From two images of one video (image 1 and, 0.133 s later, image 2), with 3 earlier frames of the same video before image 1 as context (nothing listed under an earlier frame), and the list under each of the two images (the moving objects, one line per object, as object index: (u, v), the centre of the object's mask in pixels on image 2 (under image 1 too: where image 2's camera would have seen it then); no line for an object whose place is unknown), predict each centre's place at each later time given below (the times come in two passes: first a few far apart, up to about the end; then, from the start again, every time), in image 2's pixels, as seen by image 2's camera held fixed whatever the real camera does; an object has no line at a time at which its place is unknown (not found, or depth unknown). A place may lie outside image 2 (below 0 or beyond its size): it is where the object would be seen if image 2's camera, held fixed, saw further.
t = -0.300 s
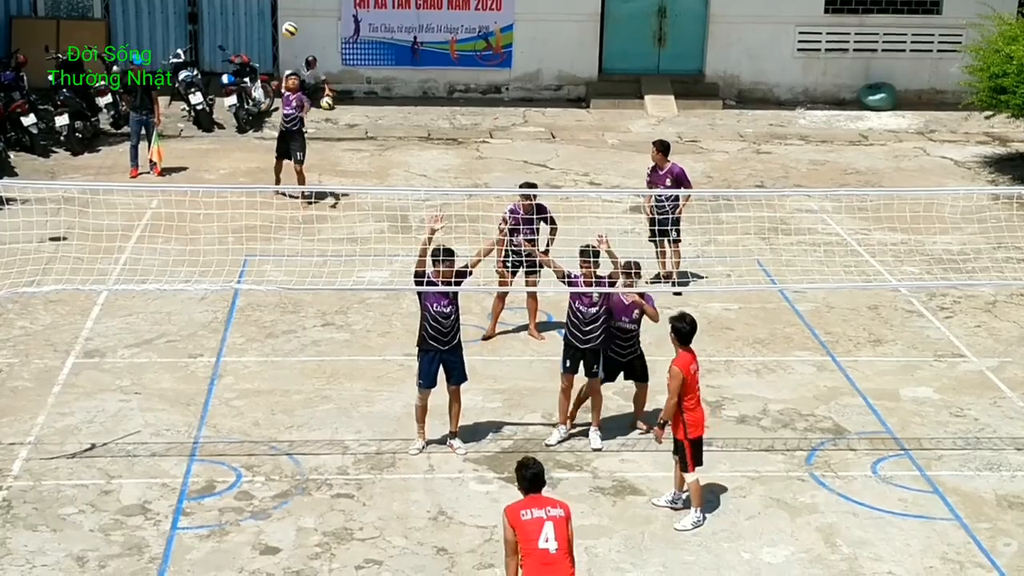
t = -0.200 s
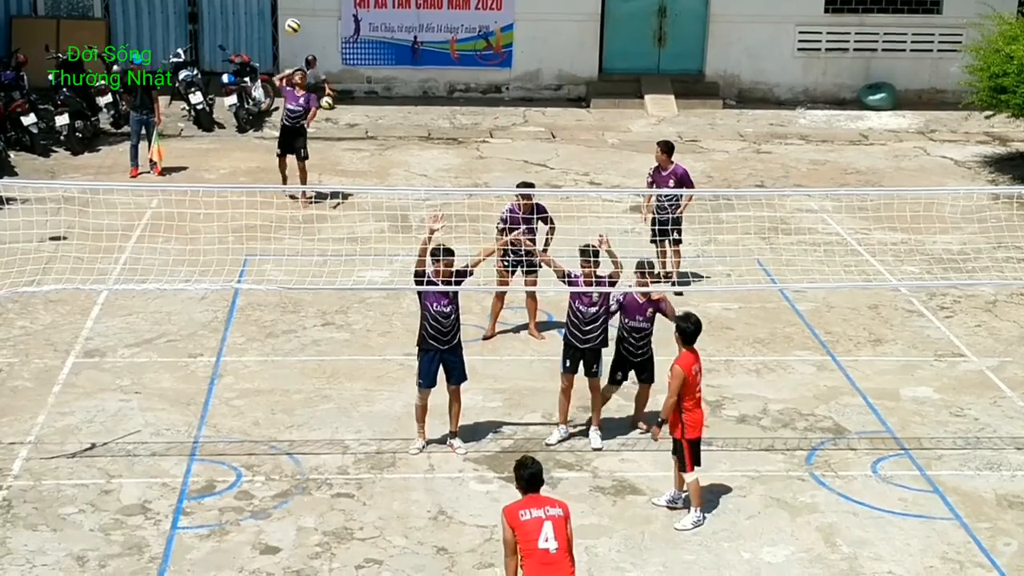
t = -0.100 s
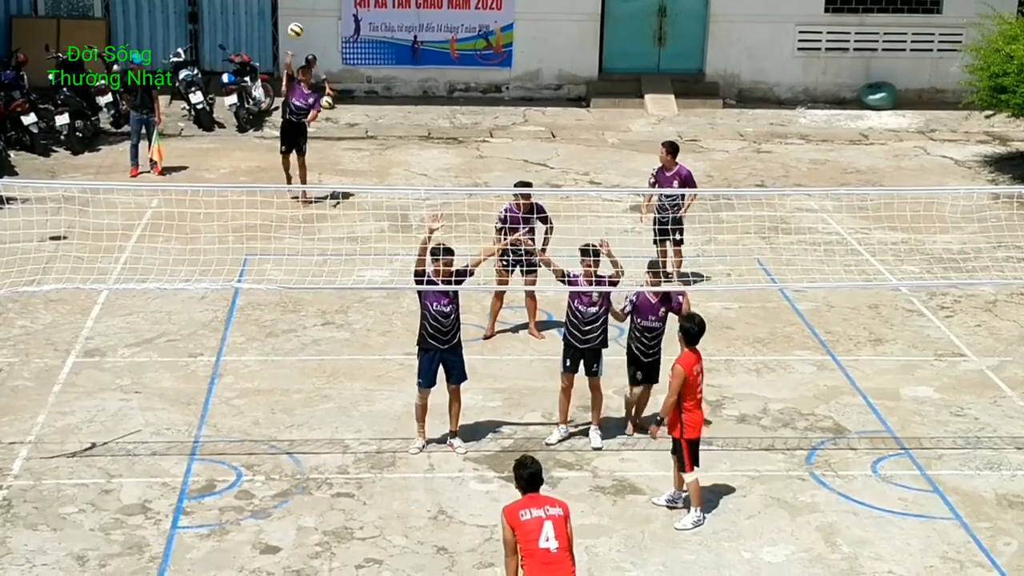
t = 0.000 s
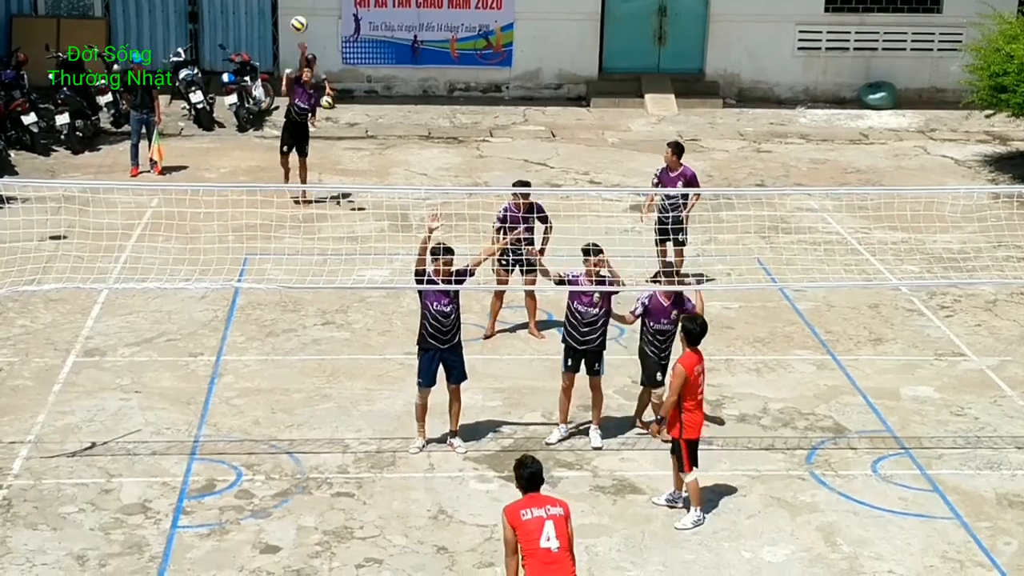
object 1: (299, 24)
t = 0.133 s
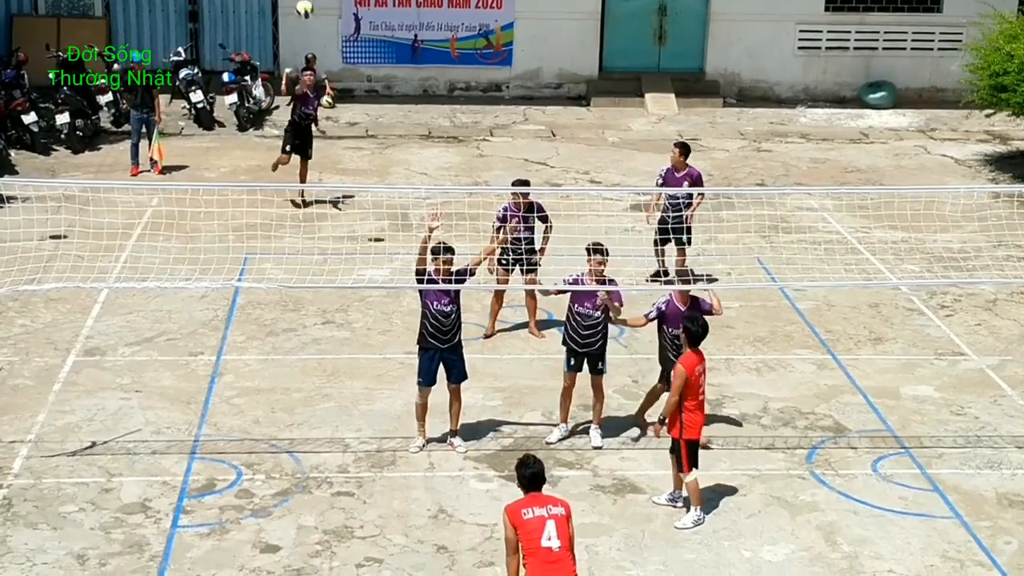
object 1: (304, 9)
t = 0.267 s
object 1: (310, 8)
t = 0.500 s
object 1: (316, 40)
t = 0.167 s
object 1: (305, 8)
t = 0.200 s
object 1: (307, 7)
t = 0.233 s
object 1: (309, 7)
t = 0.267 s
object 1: (310, 8)
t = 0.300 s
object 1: (311, 8)
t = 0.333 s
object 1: (312, 10)
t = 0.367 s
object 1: (313, 14)
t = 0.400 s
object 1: (315, 18)
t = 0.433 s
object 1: (315, 24)
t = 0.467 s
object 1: (316, 32)
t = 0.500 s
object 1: (316, 40)
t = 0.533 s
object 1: (316, 51)
